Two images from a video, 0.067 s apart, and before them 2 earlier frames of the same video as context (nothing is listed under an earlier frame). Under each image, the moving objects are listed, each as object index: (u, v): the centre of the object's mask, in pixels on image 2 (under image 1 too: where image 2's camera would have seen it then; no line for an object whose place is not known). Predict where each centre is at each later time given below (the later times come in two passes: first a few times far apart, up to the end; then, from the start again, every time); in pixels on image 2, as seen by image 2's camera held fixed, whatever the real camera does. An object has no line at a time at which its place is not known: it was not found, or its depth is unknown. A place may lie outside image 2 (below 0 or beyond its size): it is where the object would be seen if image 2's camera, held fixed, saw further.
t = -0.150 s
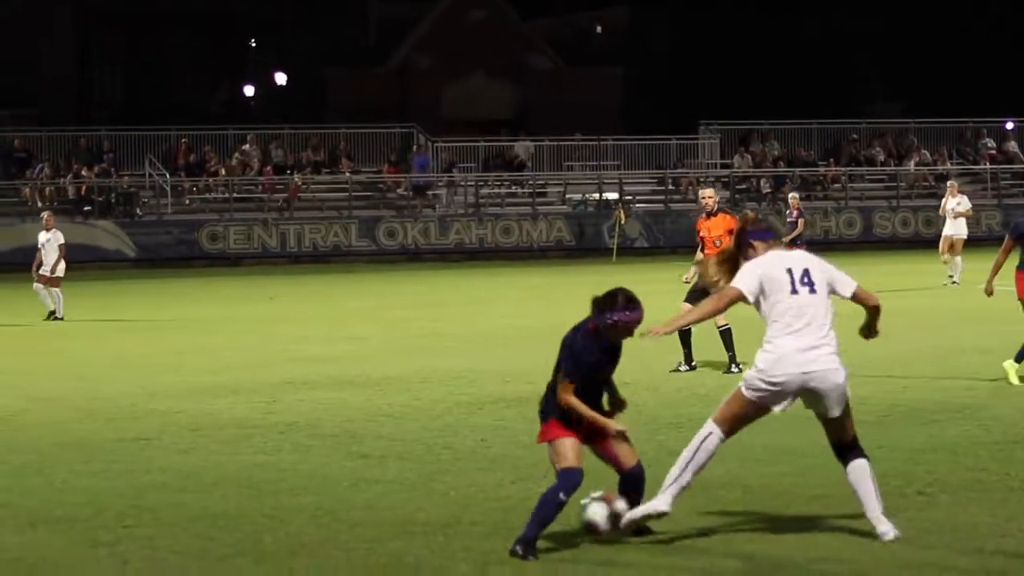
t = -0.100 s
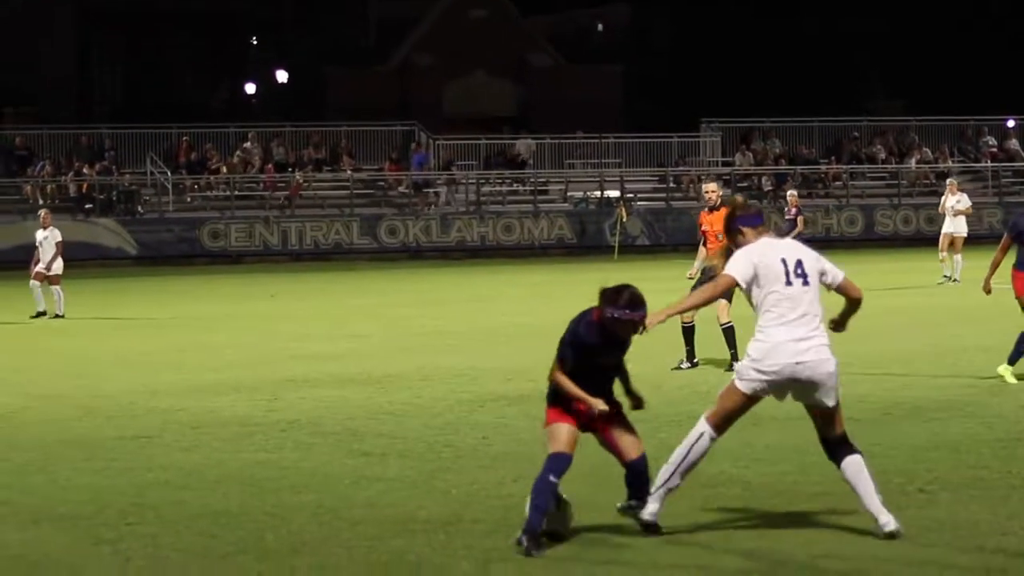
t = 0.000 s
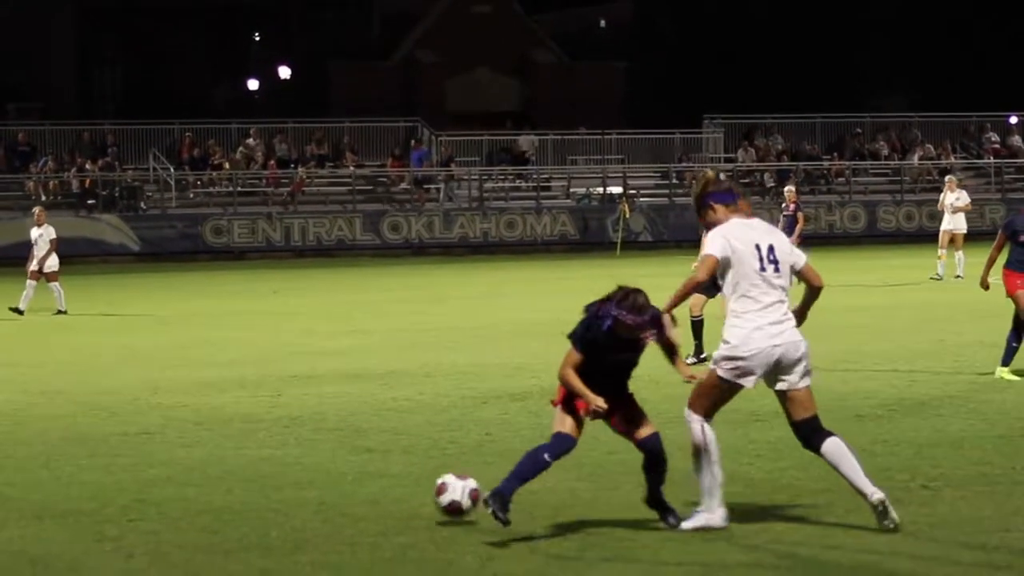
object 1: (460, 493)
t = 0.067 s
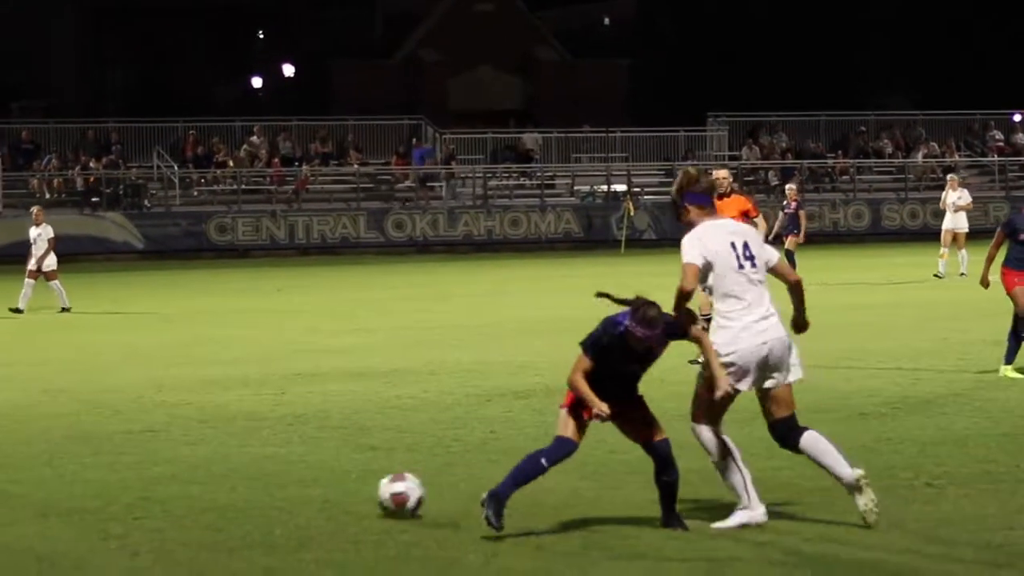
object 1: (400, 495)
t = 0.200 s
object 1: (302, 485)
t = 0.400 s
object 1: (186, 480)
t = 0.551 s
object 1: (118, 476)
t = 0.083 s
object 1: (386, 496)
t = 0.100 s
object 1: (372, 494)
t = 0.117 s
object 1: (359, 491)
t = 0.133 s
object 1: (348, 489)
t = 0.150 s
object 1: (337, 487)
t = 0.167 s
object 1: (325, 486)
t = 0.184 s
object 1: (313, 485)
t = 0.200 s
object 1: (302, 485)
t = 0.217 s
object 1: (291, 484)
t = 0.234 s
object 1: (280, 485)
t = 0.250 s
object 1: (268, 486)
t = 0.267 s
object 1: (256, 487)
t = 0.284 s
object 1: (246, 488)
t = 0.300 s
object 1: (237, 486)
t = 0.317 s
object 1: (229, 484)
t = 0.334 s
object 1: (219, 482)
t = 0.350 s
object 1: (211, 481)
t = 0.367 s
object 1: (203, 480)
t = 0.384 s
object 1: (194, 480)
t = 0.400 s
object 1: (186, 480)
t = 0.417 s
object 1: (178, 481)
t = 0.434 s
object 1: (170, 482)
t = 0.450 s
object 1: (161, 483)
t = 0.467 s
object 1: (153, 483)
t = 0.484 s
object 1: (145, 481)
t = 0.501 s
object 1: (138, 479)
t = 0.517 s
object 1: (132, 478)
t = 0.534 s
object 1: (124, 477)
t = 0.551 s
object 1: (118, 476)
